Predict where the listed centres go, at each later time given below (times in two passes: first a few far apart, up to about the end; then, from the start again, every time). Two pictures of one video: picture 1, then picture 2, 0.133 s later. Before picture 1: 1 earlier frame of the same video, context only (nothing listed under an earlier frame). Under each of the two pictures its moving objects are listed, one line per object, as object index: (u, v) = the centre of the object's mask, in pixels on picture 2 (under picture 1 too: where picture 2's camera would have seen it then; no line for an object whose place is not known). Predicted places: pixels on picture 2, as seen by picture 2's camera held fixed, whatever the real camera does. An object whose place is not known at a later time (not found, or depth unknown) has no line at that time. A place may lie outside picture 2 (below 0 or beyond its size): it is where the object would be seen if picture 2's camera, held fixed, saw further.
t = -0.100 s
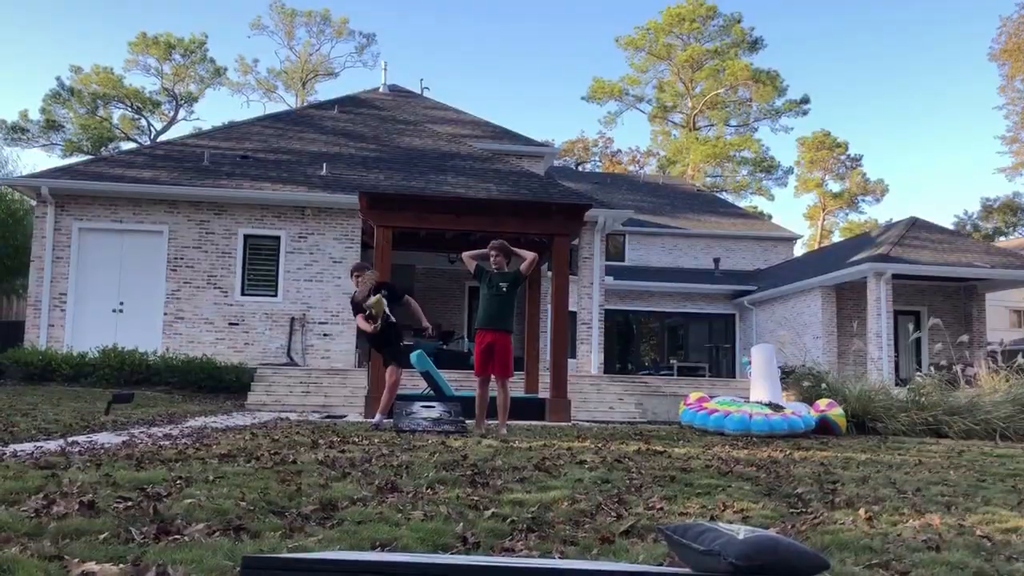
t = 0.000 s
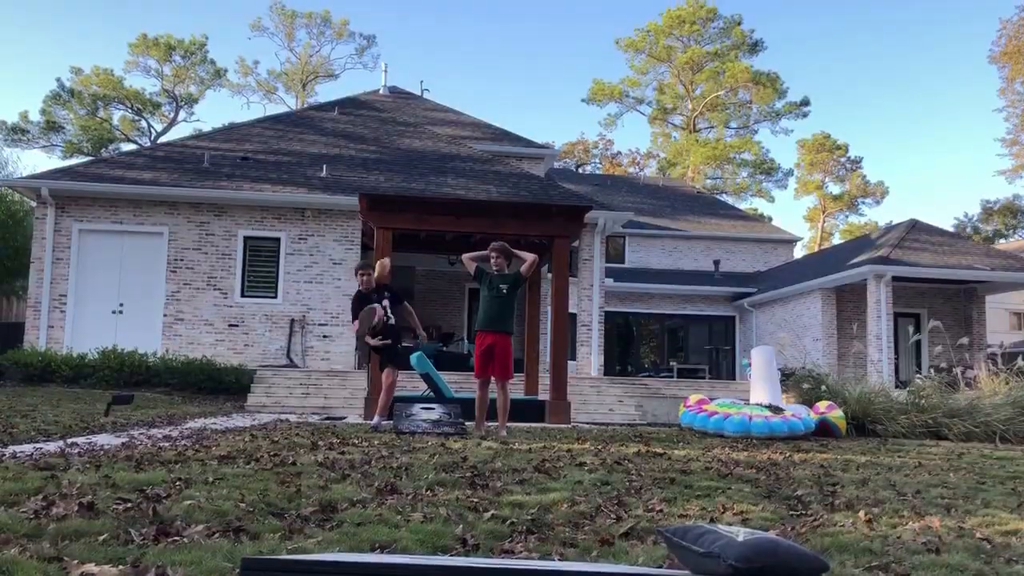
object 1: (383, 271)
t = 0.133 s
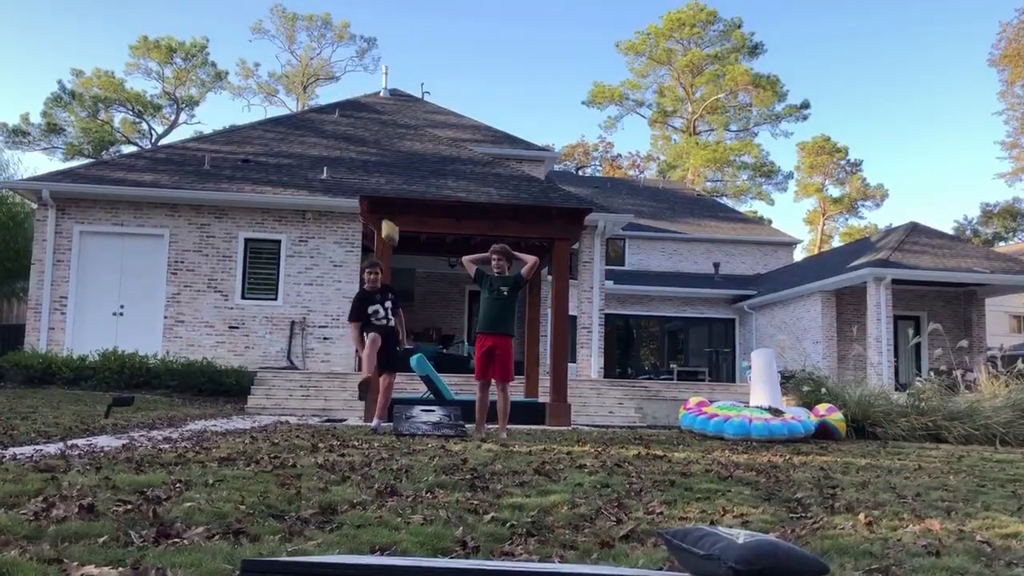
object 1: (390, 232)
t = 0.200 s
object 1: (393, 220)
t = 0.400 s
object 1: (405, 229)
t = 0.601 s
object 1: (417, 360)
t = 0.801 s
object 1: (444, 540)
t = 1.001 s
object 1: (483, 523)
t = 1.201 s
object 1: (500, 546)
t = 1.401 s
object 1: (500, 547)
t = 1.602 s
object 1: (500, 547)
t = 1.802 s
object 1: (500, 547)
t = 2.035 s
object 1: (500, 547)
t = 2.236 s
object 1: (500, 547)
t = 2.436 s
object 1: (500, 547)
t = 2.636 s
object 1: (500, 547)
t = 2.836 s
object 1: (500, 547)
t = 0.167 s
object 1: (392, 225)
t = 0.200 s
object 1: (393, 220)
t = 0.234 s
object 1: (396, 217)
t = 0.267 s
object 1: (397, 215)
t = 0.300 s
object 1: (399, 215)
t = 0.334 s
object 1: (400, 218)
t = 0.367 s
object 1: (403, 222)
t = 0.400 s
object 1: (405, 229)
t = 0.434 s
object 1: (407, 240)
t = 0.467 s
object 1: (409, 254)
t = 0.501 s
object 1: (411, 272)
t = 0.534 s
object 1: (413, 295)
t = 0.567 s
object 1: (415, 324)
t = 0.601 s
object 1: (417, 360)
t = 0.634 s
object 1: (419, 405)
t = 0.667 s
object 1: (422, 462)
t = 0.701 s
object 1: (424, 530)
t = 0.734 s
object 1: (431, 555)
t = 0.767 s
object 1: (436, 546)
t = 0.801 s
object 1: (444, 540)
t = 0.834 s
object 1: (448, 538)
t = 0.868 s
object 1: (457, 536)
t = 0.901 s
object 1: (465, 529)
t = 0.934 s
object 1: (471, 523)
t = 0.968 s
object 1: (477, 520)
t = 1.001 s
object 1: (483, 523)
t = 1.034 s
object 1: (487, 524)
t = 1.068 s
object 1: (493, 534)
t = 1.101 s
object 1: (497, 542)
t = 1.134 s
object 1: (499, 546)
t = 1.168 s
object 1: (499, 546)
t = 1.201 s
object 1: (500, 546)
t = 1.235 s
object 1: (501, 546)
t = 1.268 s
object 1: (501, 546)
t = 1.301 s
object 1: (500, 546)
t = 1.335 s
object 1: (500, 547)
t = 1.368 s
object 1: (500, 547)
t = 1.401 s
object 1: (500, 547)
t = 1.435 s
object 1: (500, 547)
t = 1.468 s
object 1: (500, 547)
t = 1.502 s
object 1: (500, 547)
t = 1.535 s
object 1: (500, 547)
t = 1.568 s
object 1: (500, 547)
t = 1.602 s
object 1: (500, 547)
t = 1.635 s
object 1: (500, 547)
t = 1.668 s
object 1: (500, 547)
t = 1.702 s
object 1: (500, 547)
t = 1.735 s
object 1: (500, 547)
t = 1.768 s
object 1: (500, 547)
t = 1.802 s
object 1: (500, 547)
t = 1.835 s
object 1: (500, 547)
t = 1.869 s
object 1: (500, 547)
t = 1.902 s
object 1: (500, 547)
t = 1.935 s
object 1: (500, 547)
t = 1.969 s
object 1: (500, 547)
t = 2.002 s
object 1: (500, 547)
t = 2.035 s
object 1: (500, 547)
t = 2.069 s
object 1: (500, 547)
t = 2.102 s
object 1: (500, 547)
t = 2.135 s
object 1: (500, 547)
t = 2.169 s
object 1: (500, 547)
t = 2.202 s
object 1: (500, 547)
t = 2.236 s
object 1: (500, 547)
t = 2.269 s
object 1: (500, 547)
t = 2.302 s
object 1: (500, 547)
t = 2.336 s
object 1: (500, 547)
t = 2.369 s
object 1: (500, 547)
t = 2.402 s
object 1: (501, 547)
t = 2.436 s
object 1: (500, 547)
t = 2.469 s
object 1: (500, 547)
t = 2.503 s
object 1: (500, 547)
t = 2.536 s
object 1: (500, 547)
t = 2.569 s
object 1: (500, 547)
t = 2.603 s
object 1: (500, 547)
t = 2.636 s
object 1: (500, 547)
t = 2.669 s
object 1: (500, 547)
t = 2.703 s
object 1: (500, 547)
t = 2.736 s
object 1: (500, 547)
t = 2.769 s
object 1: (500, 547)
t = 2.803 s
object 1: (500, 547)
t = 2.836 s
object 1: (500, 547)
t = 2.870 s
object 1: (500, 547)
